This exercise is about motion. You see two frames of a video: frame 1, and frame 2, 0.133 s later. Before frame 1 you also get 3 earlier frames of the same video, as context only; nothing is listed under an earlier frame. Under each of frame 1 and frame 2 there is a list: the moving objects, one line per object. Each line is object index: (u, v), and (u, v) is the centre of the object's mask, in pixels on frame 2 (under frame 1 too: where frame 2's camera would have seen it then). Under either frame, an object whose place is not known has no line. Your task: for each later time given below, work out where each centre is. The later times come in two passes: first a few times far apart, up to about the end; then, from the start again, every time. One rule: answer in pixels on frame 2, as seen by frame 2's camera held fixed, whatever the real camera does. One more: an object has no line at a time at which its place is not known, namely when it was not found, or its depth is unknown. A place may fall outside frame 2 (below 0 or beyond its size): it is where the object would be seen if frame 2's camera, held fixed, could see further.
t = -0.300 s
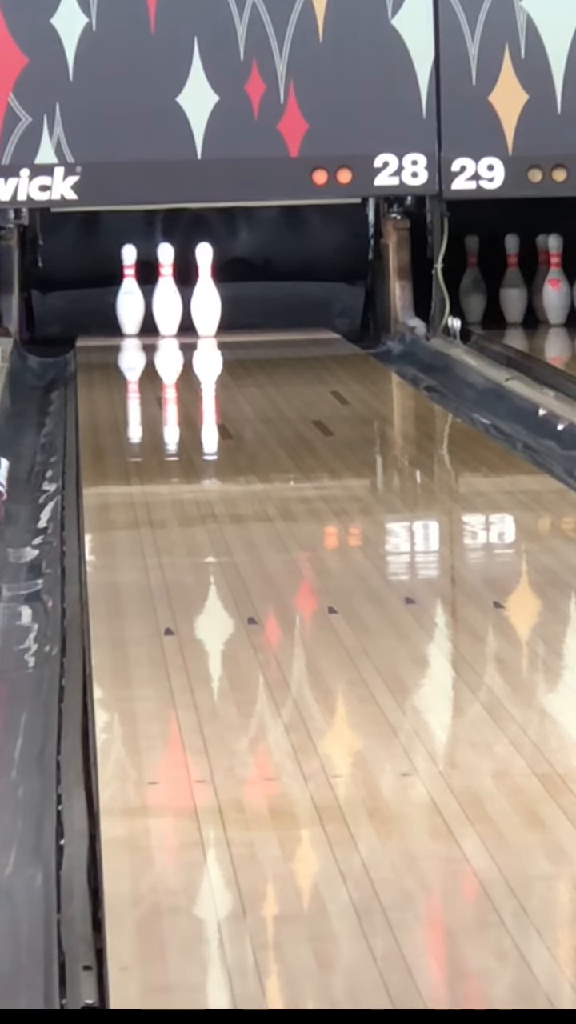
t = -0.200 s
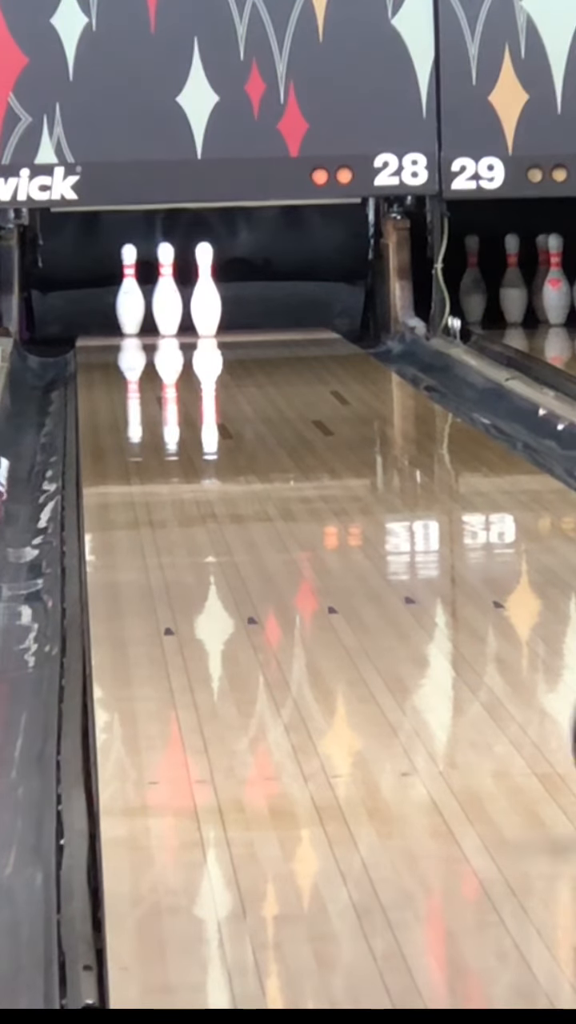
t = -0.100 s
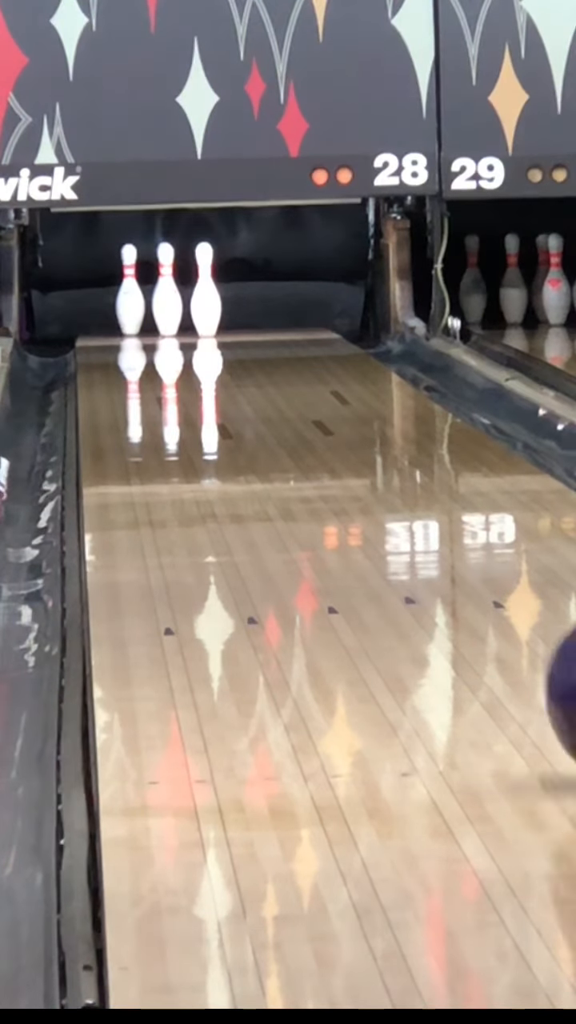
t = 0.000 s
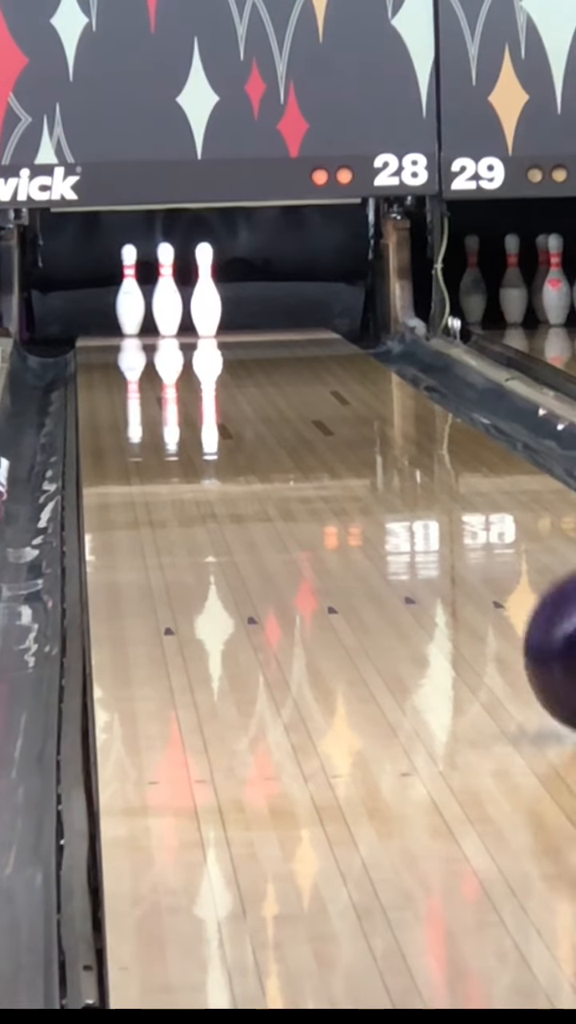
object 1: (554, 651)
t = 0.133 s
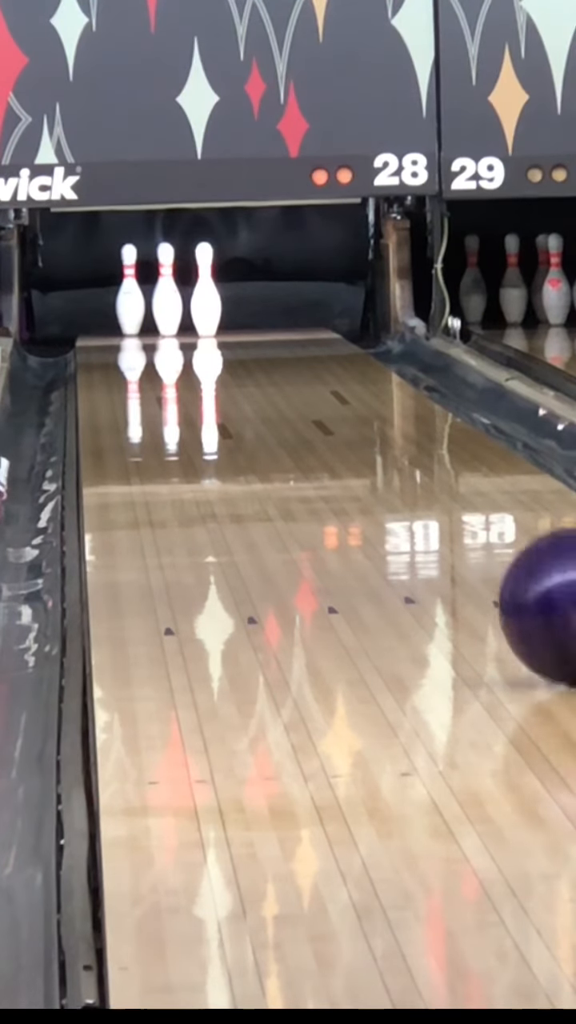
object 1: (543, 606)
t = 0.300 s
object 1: (530, 562)
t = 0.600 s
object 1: (500, 502)
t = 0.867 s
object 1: (472, 460)
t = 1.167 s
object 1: (447, 425)
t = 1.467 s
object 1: (431, 398)
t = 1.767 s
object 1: (421, 377)
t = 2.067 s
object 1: (417, 358)
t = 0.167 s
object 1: (540, 597)
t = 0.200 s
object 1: (538, 588)
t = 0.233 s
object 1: (535, 579)
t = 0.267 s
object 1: (533, 570)
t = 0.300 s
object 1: (530, 562)
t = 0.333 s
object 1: (528, 553)
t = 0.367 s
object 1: (525, 546)
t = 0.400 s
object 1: (522, 537)
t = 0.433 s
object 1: (520, 532)
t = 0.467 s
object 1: (517, 525)
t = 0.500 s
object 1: (513, 519)
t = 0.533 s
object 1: (509, 513)
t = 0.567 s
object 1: (504, 508)
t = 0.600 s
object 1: (500, 502)
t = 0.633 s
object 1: (496, 496)
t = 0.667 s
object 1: (493, 491)
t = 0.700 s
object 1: (489, 484)
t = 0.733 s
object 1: (485, 479)
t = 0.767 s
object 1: (482, 474)
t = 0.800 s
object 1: (478, 469)
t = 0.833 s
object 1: (475, 465)
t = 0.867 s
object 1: (472, 460)
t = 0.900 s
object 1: (469, 456)
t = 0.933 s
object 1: (466, 453)
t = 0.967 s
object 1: (463, 449)
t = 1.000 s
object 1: (460, 444)
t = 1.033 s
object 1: (457, 441)
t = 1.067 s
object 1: (455, 436)
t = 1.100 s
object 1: (452, 432)
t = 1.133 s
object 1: (450, 428)
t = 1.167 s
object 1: (447, 425)
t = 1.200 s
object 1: (445, 422)
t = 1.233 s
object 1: (443, 418)
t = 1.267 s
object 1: (441, 415)
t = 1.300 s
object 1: (440, 413)
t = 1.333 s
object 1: (438, 409)
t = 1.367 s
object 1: (436, 407)
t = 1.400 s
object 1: (434, 404)
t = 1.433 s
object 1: (433, 401)
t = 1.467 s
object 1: (431, 398)
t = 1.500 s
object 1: (430, 397)
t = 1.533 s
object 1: (428, 395)
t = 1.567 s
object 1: (427, 391)
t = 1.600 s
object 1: (426, 389)
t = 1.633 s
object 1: (425, 387)
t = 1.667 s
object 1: (424, 384)
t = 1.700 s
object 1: (423, 381)
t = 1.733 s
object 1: (422, 380)
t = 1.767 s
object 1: (421, 377)
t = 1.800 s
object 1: (420, 375)
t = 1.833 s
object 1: (419, 373)
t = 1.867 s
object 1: (419, 371)
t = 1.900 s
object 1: (418, 369)
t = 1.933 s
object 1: (418, 366)
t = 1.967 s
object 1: (418, 365)
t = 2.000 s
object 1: (418, 363)
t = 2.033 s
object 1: (417, 360)
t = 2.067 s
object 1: (417, 358)
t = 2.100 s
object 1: (417, 355)
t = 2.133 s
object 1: (417, 354)
